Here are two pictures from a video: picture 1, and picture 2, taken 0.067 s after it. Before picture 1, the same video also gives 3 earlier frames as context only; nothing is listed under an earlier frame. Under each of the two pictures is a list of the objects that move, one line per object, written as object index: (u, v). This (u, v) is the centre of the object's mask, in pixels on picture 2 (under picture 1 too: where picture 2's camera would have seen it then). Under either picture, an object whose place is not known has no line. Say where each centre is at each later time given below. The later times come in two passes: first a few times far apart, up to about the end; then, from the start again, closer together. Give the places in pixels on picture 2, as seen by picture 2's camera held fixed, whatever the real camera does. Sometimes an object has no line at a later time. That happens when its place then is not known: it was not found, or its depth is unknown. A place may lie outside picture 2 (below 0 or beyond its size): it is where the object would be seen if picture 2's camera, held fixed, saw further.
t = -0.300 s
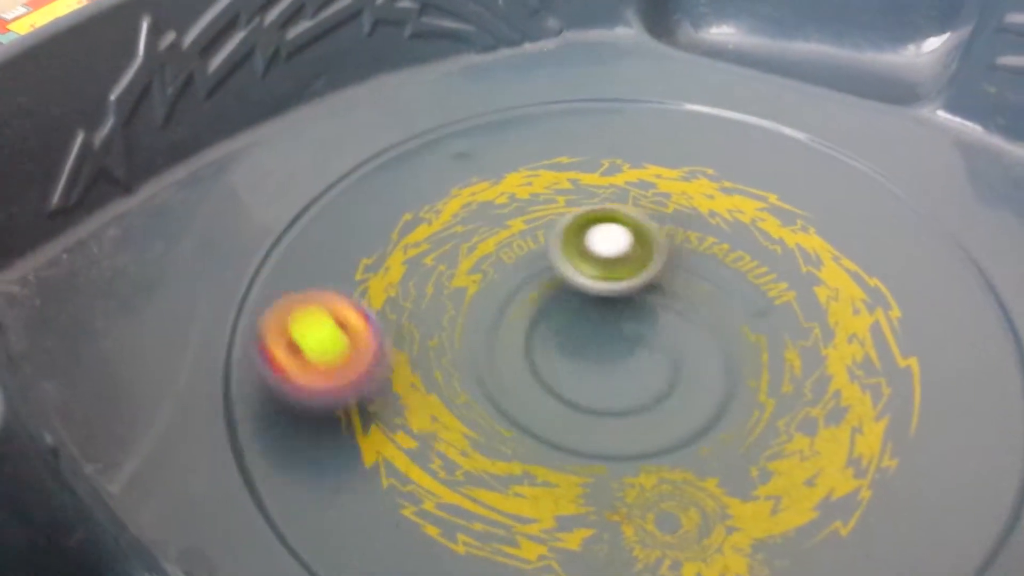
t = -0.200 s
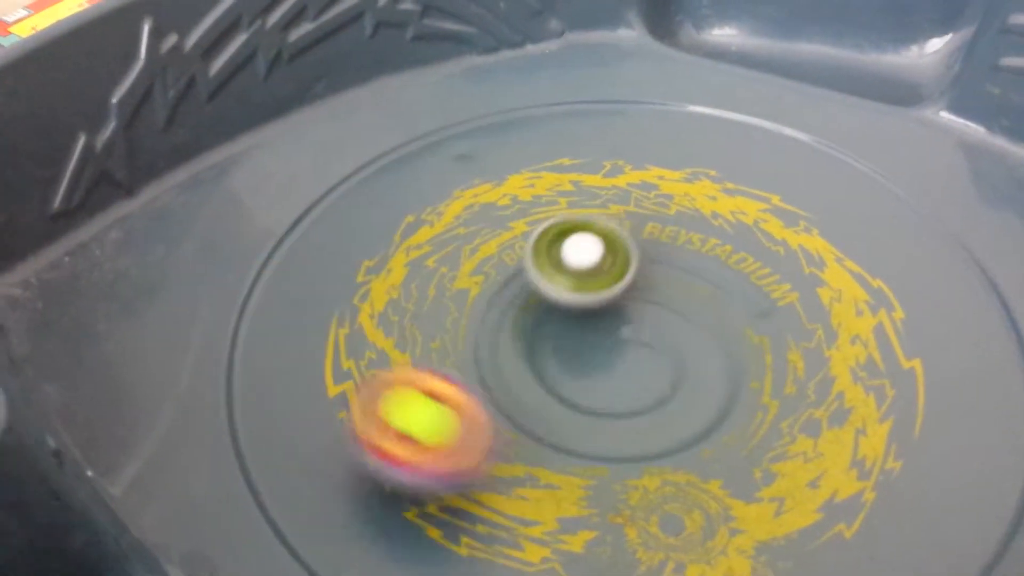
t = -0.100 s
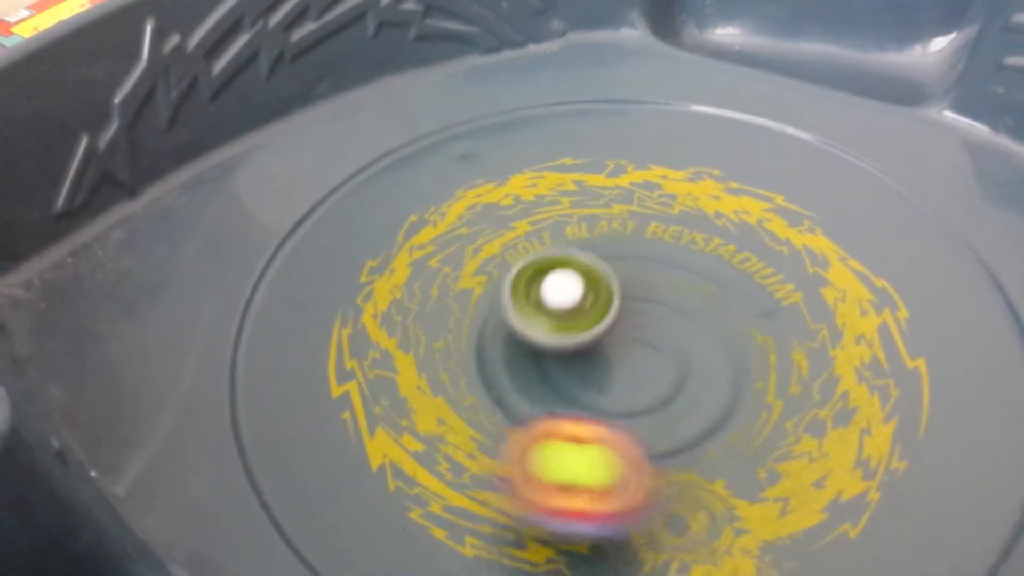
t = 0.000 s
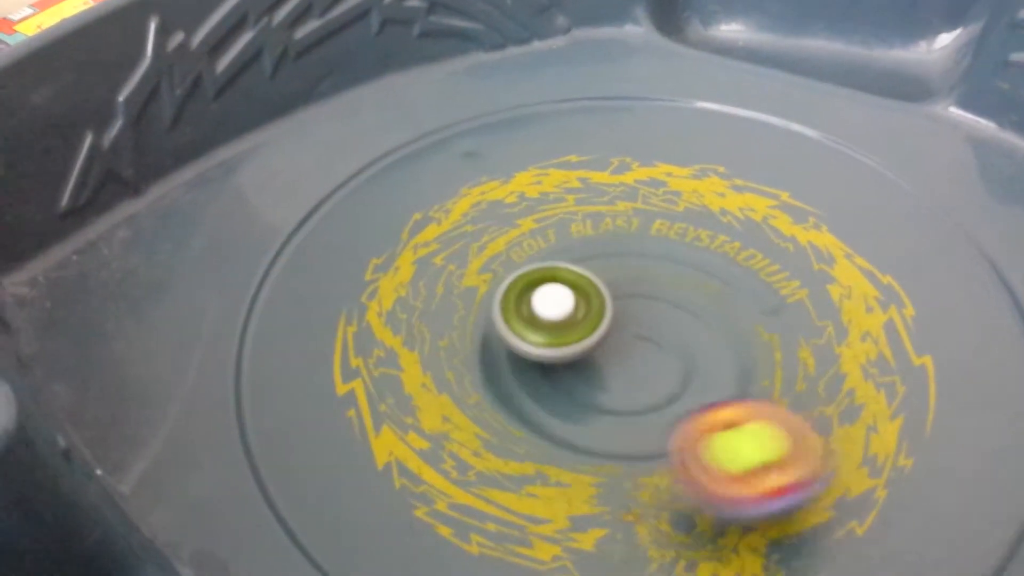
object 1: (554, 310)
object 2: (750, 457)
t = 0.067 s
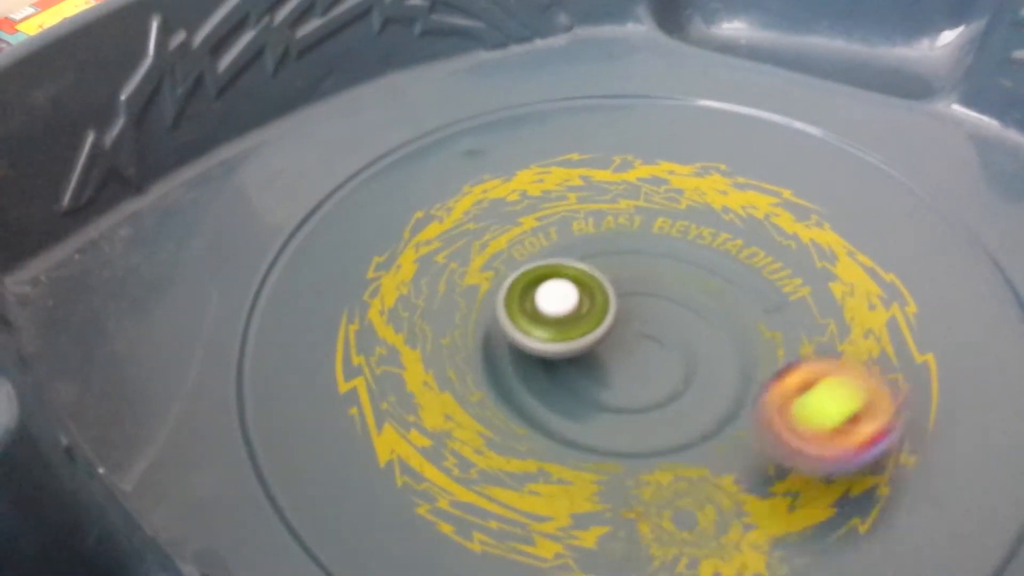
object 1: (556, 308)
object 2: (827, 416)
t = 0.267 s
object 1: (592, 268)
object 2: (903, 259)
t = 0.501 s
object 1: (642, 257)
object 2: (757, 147)
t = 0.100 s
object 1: (559, 302)
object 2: (860, 391)
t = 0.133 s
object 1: (562, 293)
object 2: (881, 364)
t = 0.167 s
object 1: (569, 283)
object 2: (897, 337)
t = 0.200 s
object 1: (578, 273)
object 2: (905, 310)
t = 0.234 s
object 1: (586, 268)
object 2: (906, 284)
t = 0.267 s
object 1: (592, 268)
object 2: (903, 259)
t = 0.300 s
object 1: (600, 267)
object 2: (892, 236)
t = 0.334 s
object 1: (611, 263)
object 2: (876, 216)
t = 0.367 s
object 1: (623, 258)
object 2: (858, 197)
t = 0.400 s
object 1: (631, 256)
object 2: (833, 180)
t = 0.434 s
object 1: (632, 258)
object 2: (811, 167)
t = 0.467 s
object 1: (635, 258)
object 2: (784, 155)
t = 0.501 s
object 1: (642, 257)
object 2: (757, 147)
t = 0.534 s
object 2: (728, 139)
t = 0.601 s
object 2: (667, 135)
